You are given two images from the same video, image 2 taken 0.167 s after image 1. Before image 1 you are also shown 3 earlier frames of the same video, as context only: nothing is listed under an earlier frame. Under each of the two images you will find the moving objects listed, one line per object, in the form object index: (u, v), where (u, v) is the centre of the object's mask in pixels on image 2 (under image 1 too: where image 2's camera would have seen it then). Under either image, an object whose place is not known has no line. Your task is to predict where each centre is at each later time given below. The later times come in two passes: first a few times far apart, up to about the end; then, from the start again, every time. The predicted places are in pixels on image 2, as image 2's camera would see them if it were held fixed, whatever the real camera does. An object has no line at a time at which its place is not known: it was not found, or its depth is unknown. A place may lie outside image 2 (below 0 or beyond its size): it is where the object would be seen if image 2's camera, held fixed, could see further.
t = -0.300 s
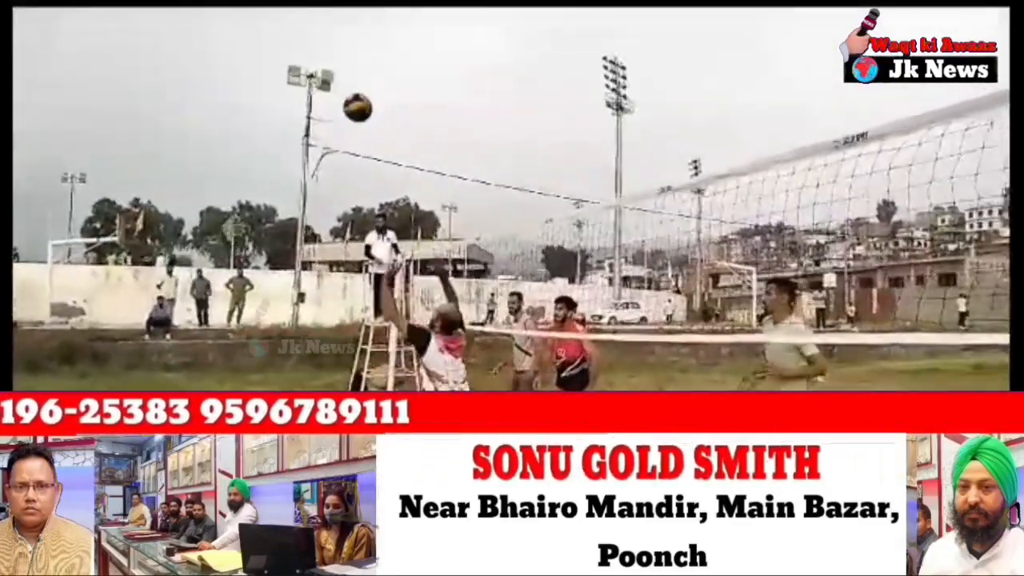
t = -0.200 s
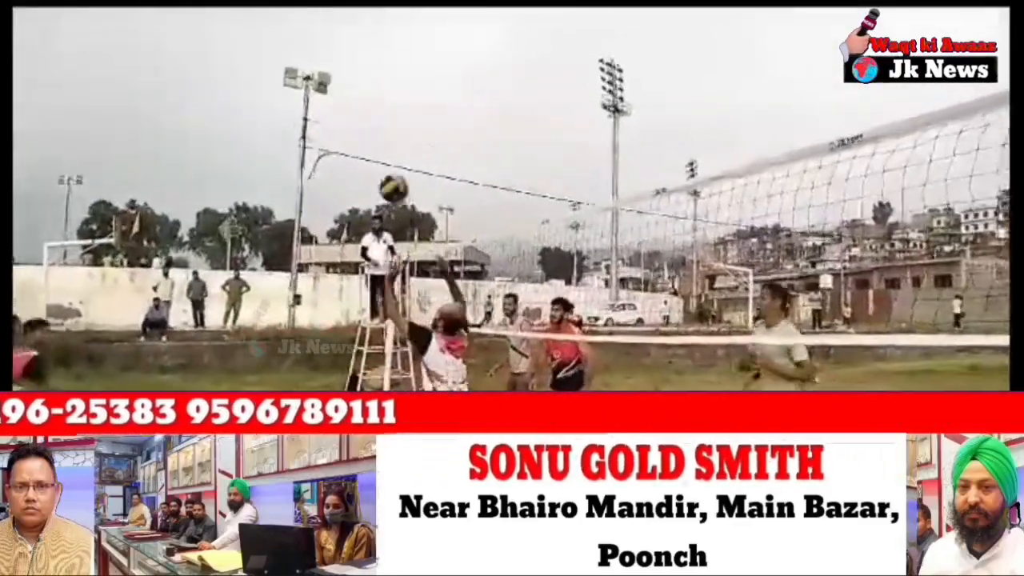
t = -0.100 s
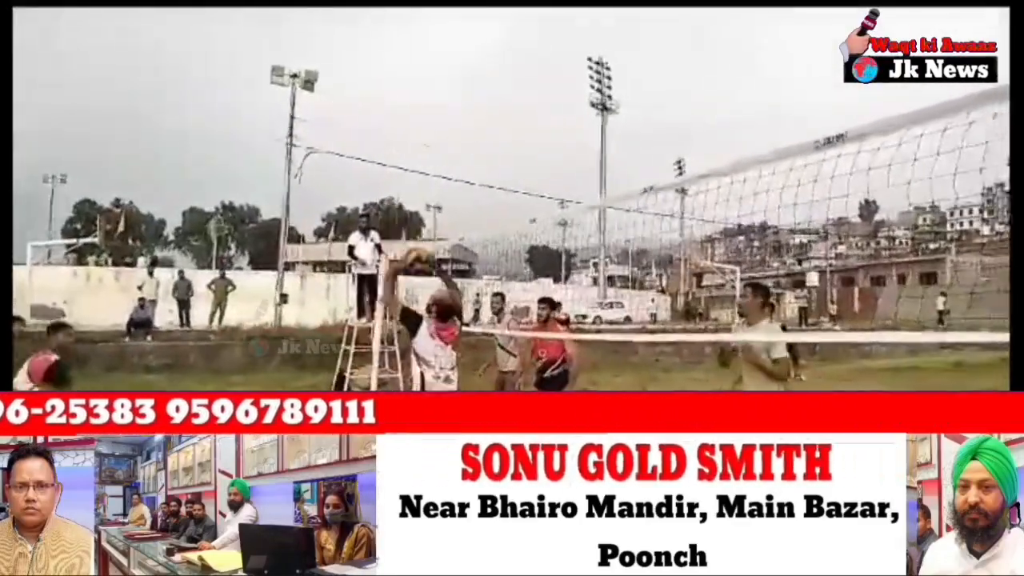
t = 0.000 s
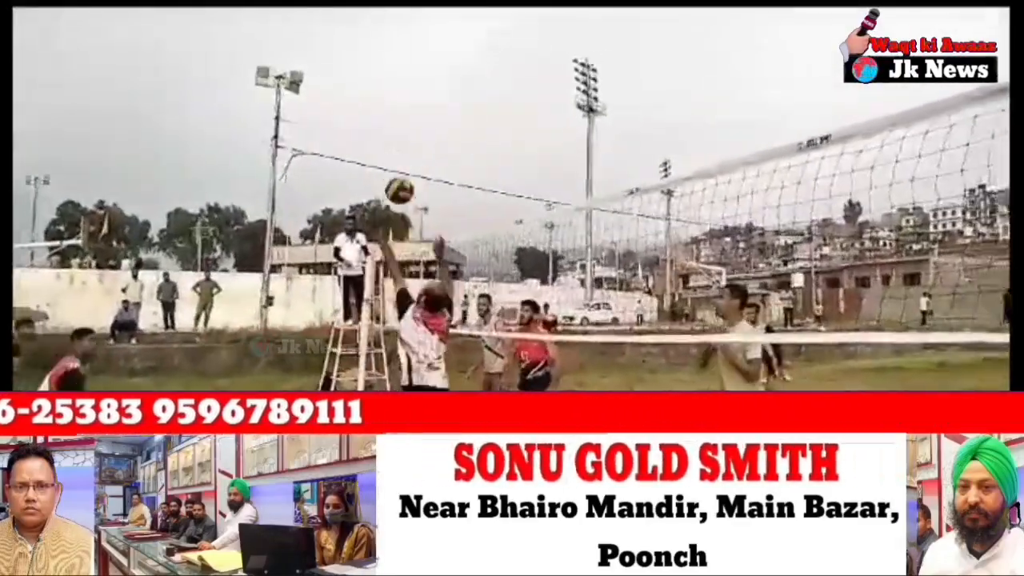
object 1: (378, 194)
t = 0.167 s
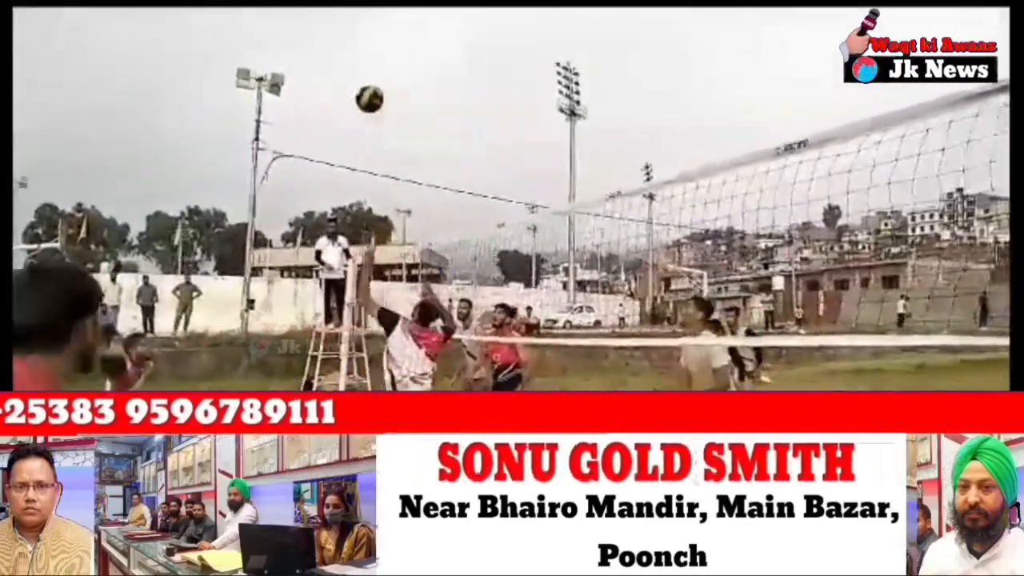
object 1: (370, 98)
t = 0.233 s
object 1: (365, 72)
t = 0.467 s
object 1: (352, 24)
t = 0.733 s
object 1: (330, 50)
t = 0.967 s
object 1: (311, 134)
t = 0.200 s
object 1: (367, 84)
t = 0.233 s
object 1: (365, 72)
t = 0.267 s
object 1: (364, 59)
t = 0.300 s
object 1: (362, 50)
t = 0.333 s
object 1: (359, 41)
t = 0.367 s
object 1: (358, 35)
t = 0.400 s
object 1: (357, 29)
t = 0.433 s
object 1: (354, 26)
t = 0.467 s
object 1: (352, 24)
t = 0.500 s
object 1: (349, 23)
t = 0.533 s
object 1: (346, 23)
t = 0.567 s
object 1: (343, 25)
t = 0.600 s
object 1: (341, 28)
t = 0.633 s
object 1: (339, 32)
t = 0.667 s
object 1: (337, 37)
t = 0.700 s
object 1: (334, 43)
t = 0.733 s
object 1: (330, 50)
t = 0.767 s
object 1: (328, 58)
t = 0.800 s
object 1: (324, 68)
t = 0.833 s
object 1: (322, 79)
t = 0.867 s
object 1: (319, 91)
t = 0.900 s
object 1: (316, 104)
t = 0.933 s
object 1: (312, 118)
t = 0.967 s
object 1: (311, 134)
